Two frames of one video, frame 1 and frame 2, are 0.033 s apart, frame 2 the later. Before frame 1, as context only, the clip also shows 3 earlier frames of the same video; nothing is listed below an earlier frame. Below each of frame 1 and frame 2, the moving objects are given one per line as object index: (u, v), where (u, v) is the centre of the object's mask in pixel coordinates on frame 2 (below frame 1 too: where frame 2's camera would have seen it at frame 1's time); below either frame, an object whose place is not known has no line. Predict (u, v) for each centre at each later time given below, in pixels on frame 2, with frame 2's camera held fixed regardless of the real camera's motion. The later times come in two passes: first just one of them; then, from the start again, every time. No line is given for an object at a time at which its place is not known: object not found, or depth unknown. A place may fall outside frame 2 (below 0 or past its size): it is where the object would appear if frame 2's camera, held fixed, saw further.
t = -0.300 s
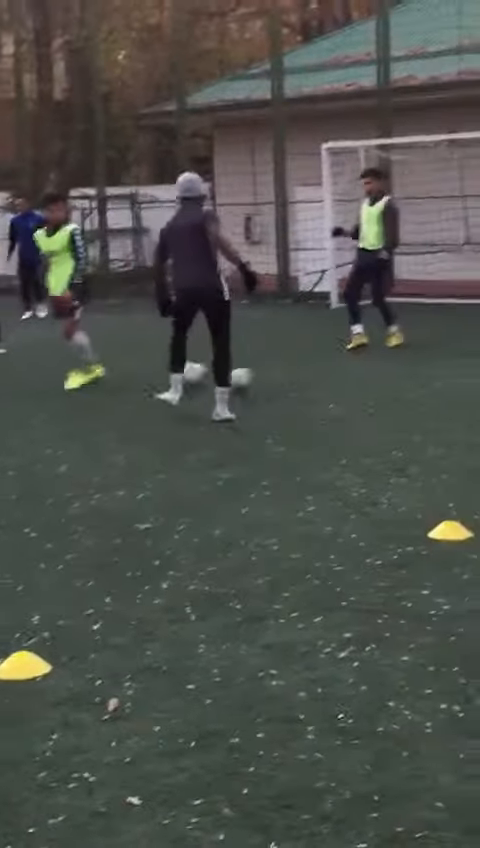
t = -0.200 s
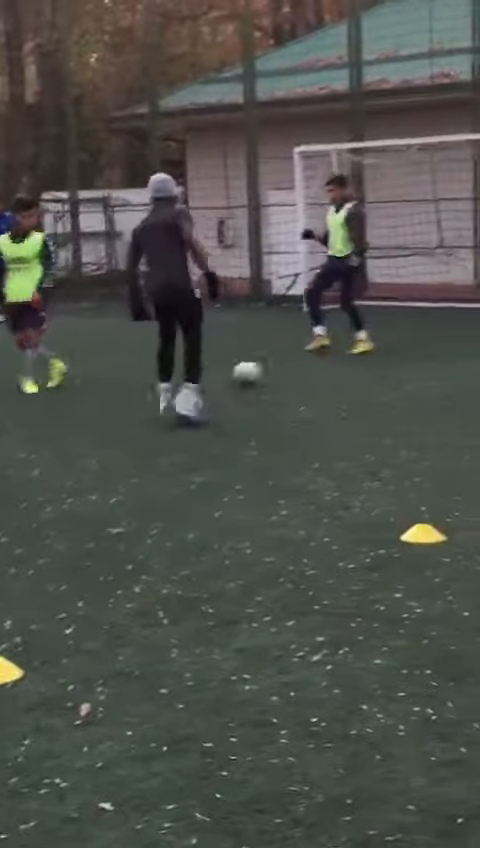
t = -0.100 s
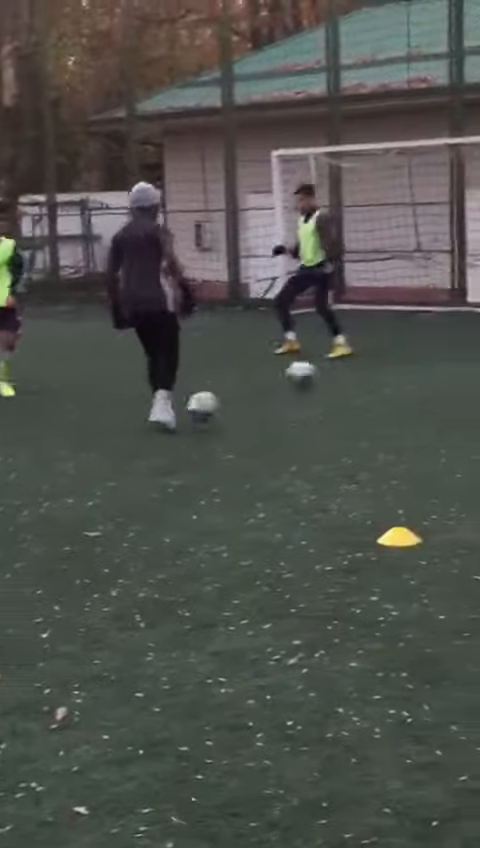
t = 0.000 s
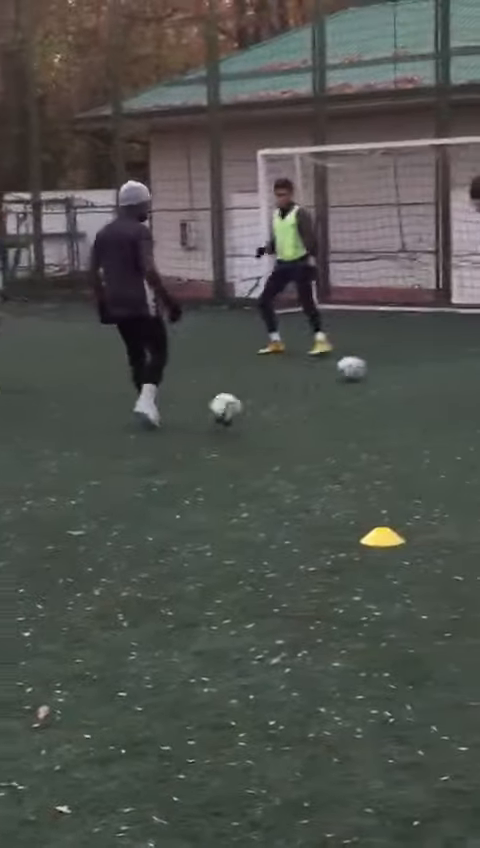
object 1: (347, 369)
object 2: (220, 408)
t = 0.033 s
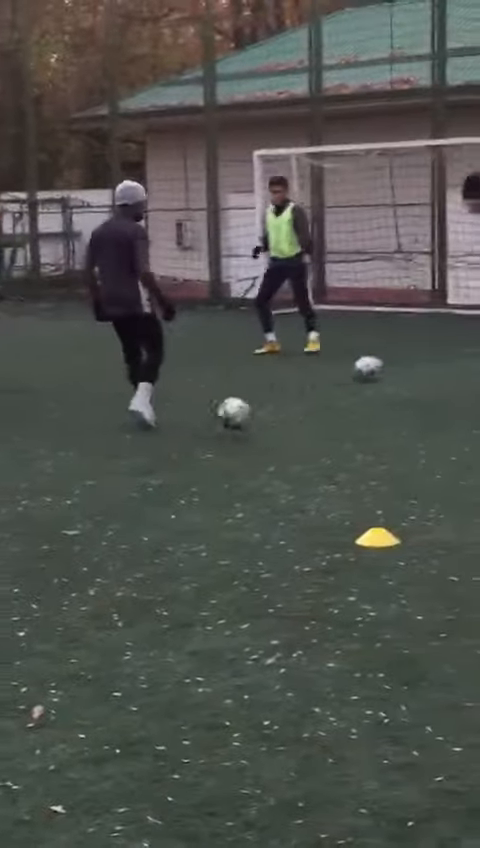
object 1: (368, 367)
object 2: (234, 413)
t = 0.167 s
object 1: (446, 361)
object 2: (281, 421)
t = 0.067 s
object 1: (388, 365)
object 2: (248, 419)
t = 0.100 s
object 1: (407, 362)
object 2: (261, 425)
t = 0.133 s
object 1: (426, 361)
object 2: (271, 424)
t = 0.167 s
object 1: (446, 361)
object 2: (281, 421)
